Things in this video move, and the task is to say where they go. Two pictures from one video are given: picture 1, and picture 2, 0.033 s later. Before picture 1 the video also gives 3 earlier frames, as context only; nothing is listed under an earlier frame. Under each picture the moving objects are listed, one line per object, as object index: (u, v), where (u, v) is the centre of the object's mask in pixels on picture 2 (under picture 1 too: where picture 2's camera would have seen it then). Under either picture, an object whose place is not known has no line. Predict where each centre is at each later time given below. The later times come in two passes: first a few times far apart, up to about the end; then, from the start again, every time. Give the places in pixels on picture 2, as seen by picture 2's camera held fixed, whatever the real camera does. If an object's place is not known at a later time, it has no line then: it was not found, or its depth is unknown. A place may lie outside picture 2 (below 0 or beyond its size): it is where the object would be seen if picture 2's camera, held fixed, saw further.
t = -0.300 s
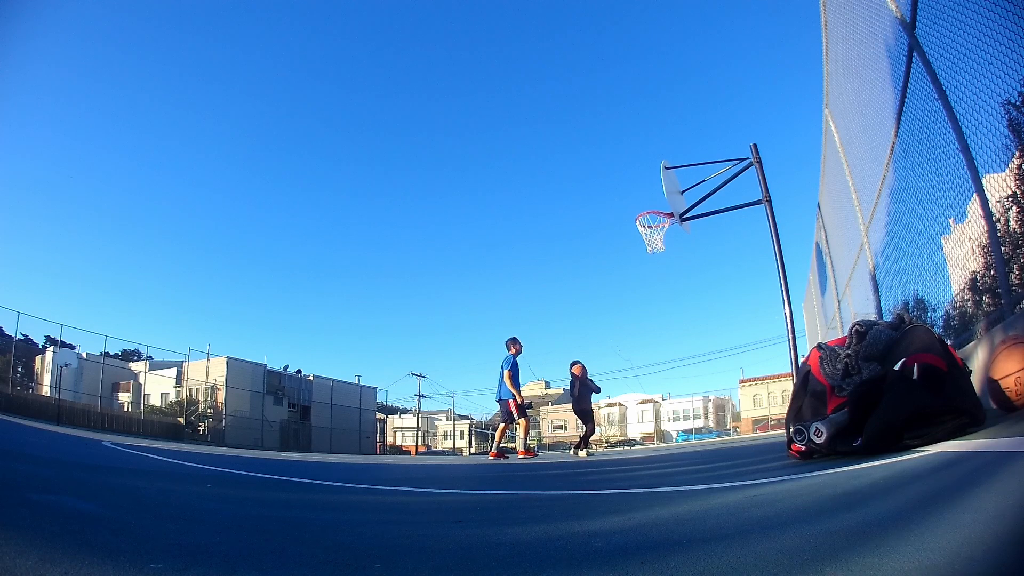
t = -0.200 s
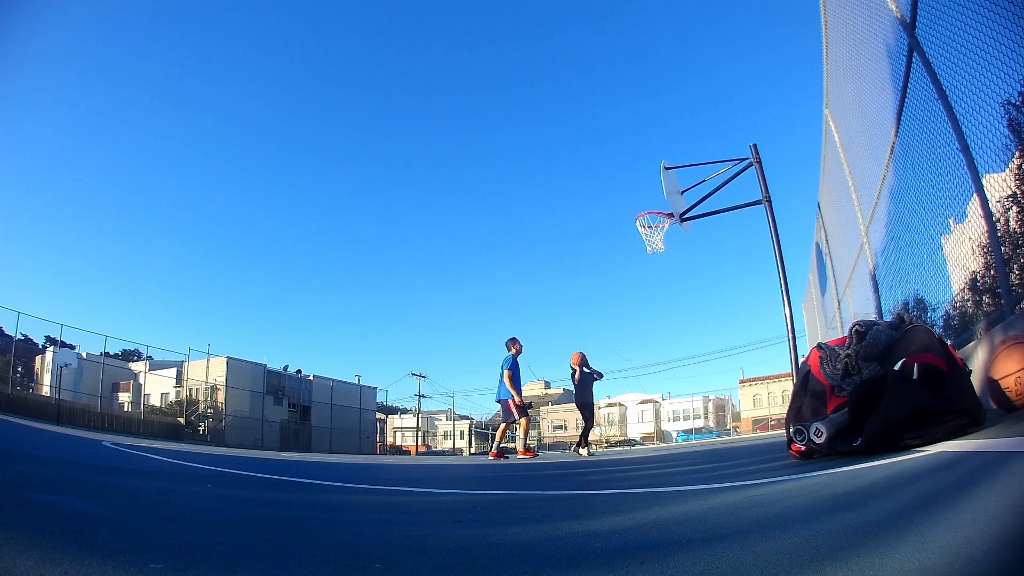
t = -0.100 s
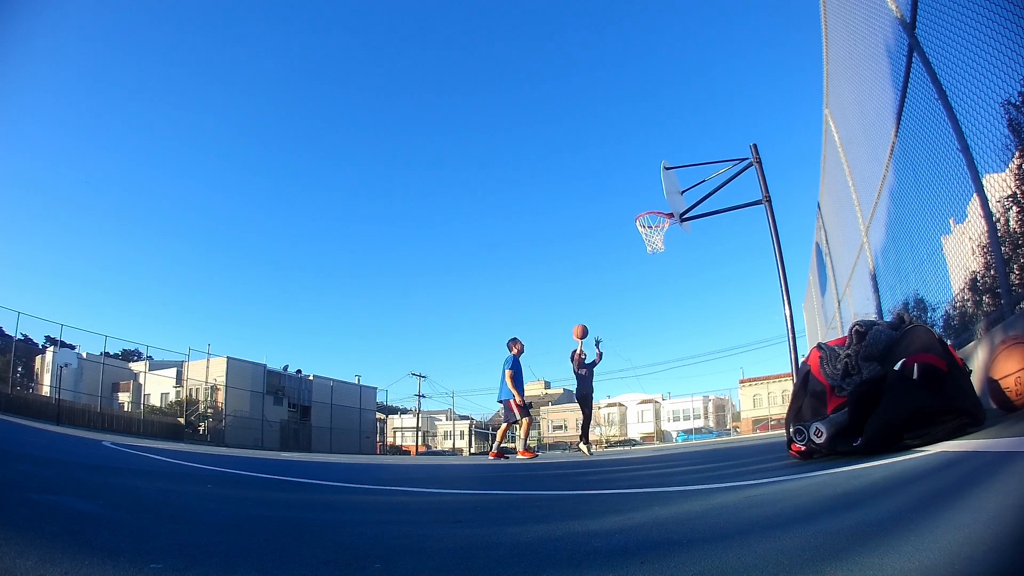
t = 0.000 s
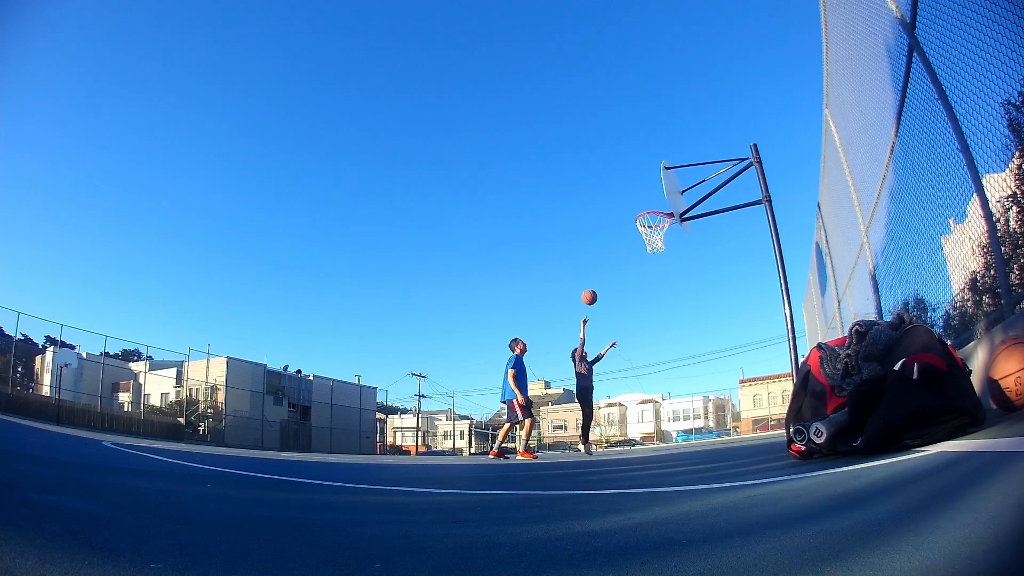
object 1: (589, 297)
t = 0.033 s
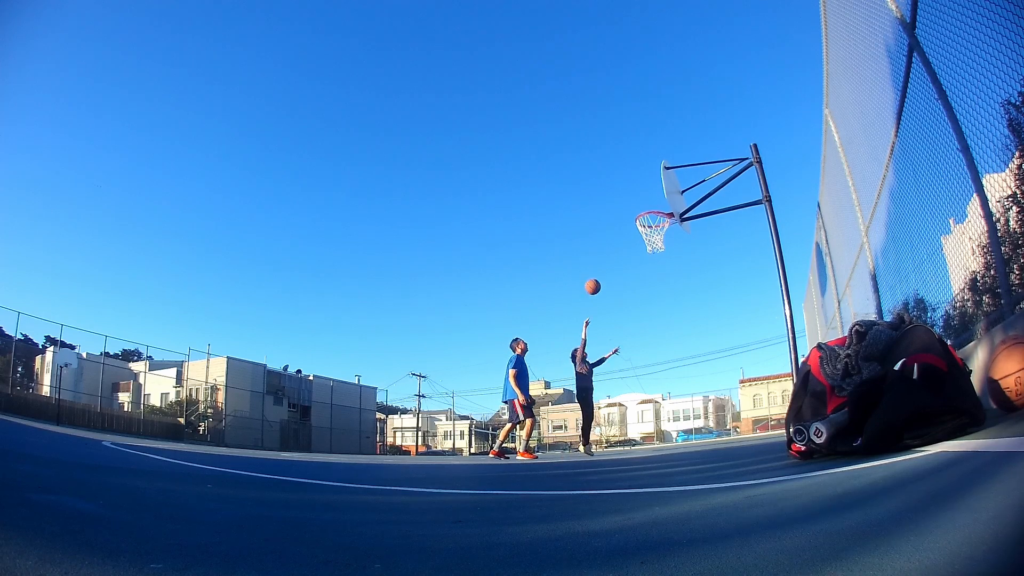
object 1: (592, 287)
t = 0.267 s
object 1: (617, 231)
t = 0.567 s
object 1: (654, 205)
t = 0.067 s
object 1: (596, 277)
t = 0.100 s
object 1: (599, 267)
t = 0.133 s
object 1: (603, 259)
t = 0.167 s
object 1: (606, 251)
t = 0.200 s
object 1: (610, 244)
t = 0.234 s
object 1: (613, 237)
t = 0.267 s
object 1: (617, 231)
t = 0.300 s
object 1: (621, 226)
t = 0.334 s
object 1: (625, 221)
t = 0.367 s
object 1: (628, 216)
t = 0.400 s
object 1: (632, 213)
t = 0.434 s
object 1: (636, 209)
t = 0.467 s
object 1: (640, 207)
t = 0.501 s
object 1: (645, 205)
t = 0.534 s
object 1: (650, 205)
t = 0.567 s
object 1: (654, 205)
